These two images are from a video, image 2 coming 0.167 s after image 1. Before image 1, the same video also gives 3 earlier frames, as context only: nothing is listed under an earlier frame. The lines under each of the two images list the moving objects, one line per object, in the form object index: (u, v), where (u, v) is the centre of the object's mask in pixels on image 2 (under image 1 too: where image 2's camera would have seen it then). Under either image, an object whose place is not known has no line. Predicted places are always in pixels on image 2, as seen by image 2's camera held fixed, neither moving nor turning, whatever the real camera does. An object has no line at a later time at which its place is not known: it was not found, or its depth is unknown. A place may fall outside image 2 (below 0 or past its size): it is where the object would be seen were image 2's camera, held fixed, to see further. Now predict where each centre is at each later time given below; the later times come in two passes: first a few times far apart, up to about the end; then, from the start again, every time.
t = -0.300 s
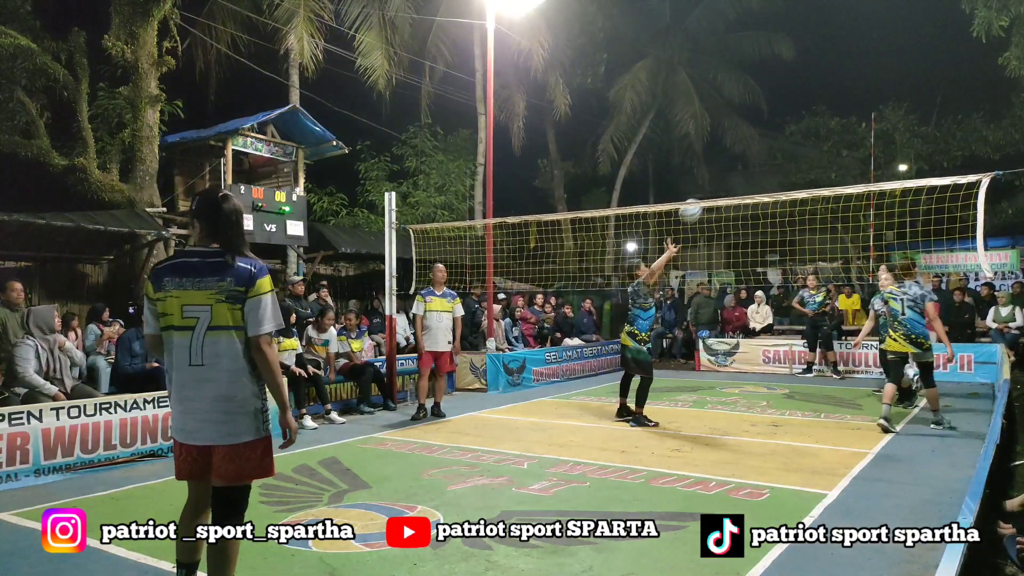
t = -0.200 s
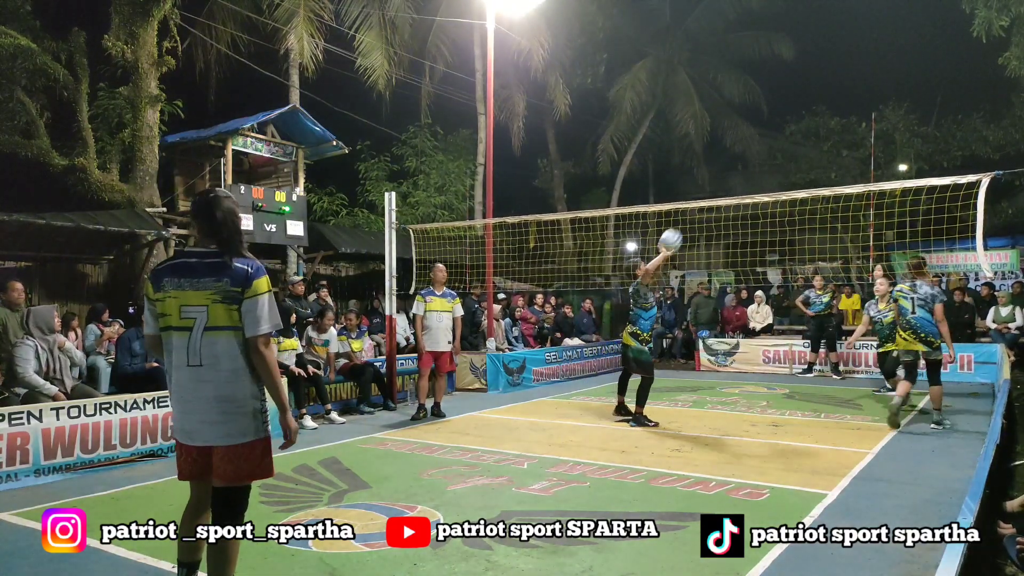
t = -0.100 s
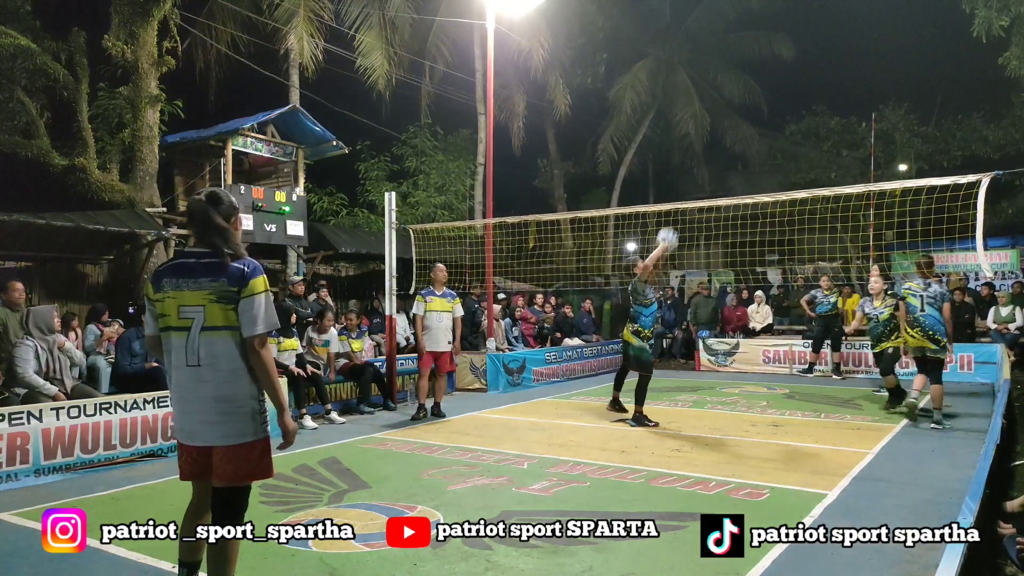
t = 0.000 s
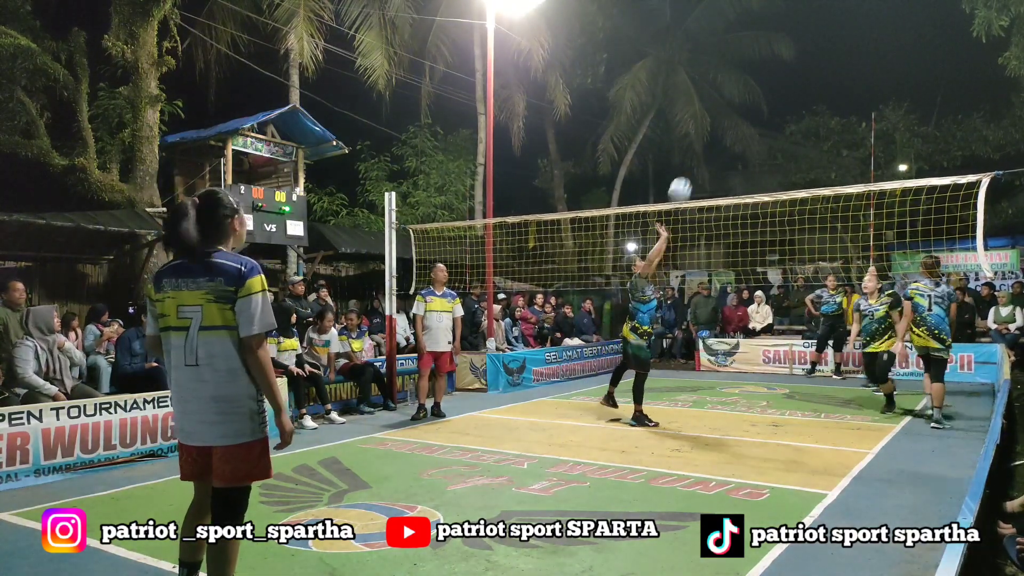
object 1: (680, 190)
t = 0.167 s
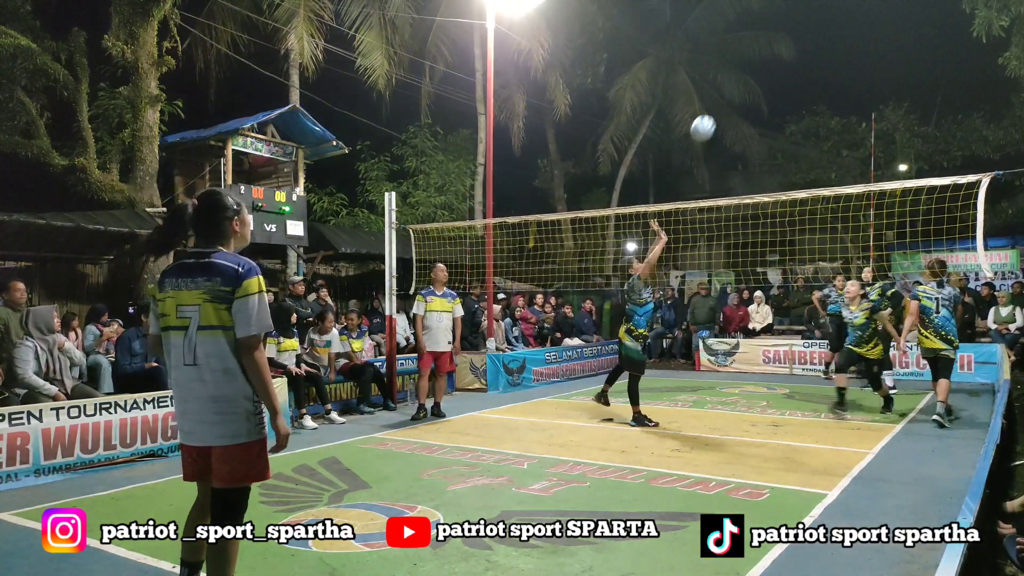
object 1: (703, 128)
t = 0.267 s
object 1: (716, 103)
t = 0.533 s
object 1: (751, 86)
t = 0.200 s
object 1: (708, 119)
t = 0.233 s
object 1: (712, 110)
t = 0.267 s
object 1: (716, 103)
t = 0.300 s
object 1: (721, 97)
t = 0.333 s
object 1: (725, 92)
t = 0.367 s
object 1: (729, 88)
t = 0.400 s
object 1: (734, 86)
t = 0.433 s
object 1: (738, 84)
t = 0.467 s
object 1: (742, 83)
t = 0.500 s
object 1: (746, 84)
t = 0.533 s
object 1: (751, 86)
